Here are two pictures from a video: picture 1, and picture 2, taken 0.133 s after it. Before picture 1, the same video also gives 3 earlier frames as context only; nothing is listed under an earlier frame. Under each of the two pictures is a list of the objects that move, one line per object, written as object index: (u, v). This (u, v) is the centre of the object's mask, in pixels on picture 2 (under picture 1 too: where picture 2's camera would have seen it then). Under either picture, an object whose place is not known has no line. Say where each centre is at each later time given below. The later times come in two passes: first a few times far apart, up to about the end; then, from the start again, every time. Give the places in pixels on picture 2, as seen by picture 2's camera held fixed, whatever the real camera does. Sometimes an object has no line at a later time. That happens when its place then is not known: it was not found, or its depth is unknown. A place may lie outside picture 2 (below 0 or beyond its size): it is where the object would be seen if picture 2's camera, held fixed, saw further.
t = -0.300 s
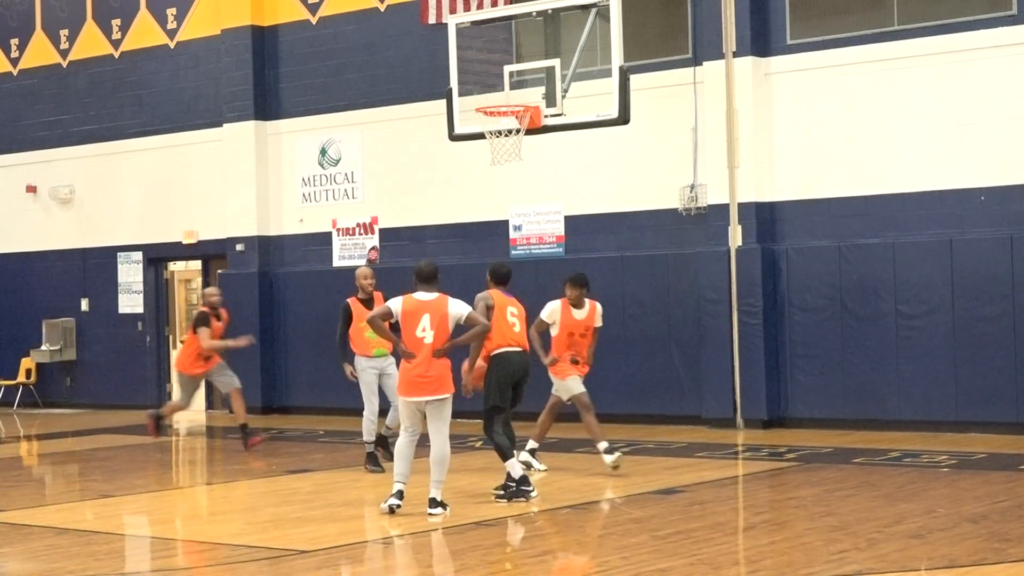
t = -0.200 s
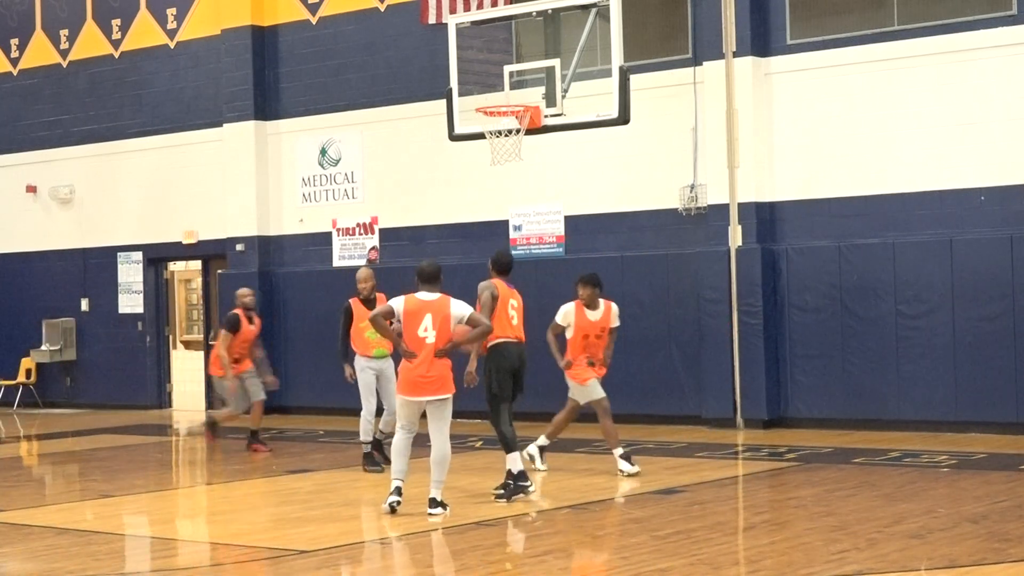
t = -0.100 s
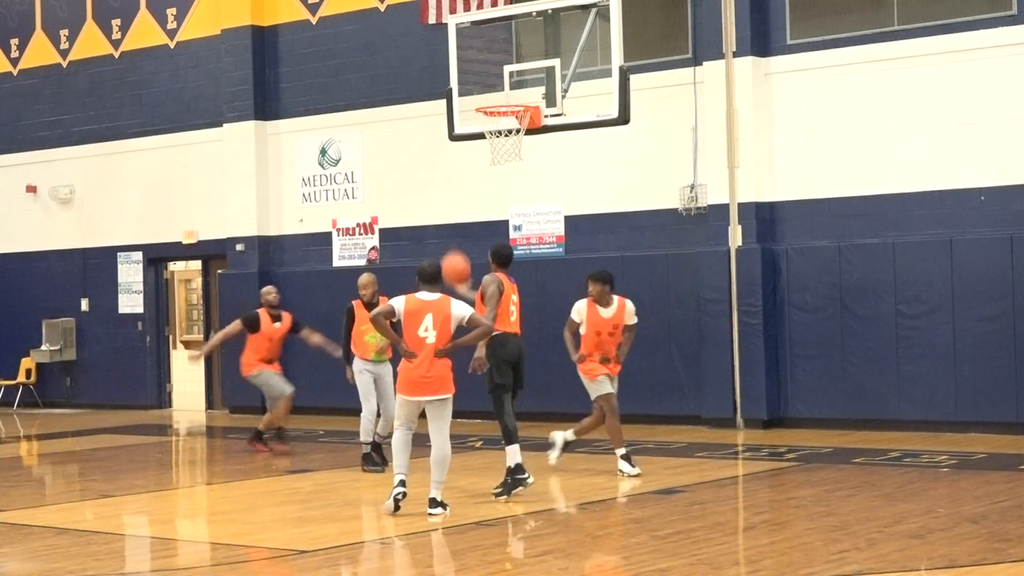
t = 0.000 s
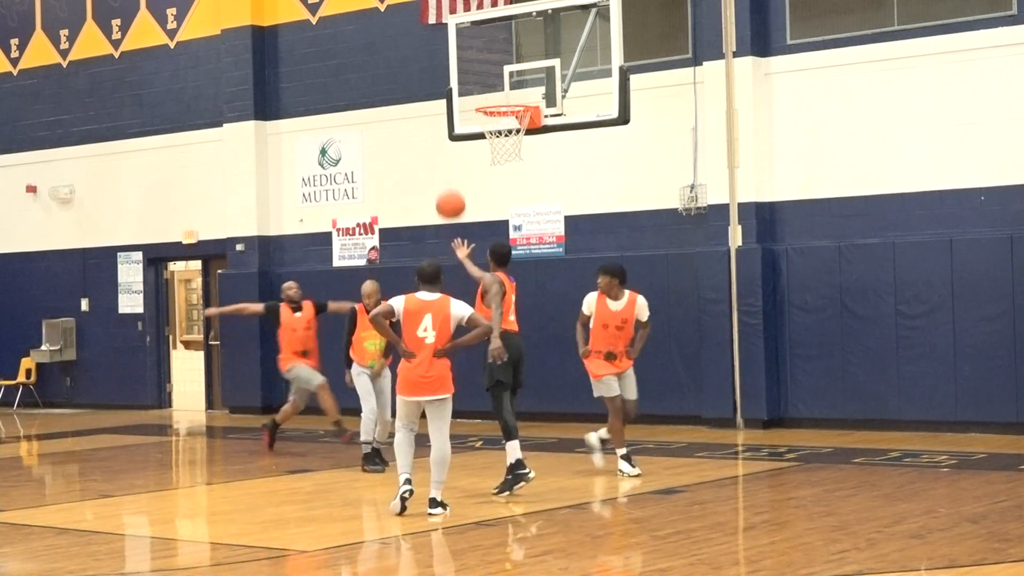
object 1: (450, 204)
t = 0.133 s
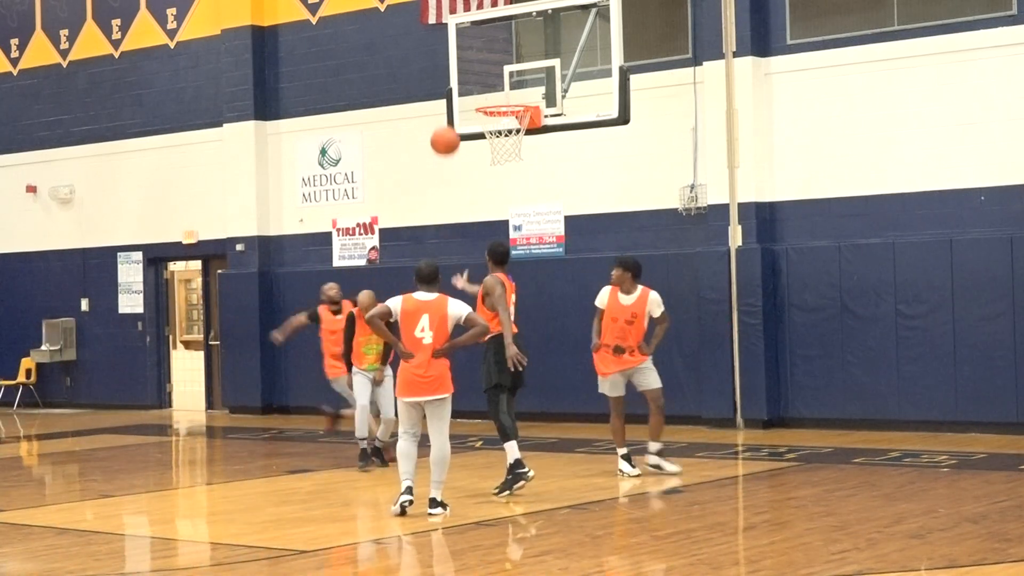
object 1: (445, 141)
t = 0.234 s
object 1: (441, 107)
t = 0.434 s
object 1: (435, 79)
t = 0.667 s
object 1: (430, 101)
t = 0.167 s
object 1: (444, 128)
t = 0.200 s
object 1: (442, 117)
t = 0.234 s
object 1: (441, 107)
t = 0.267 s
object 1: (440, 99)
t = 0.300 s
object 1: (439, 92)
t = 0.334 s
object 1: (438, 87)
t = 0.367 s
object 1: (437, 83)
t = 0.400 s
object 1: (436, 80)
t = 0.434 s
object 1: (435, 79)
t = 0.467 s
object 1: (435, 78)
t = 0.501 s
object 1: (434, 79)
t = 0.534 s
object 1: (433, 80)
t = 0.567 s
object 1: (432, 84)
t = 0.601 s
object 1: (431, 88)
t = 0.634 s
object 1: (430, 94)
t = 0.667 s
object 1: (430, 101)
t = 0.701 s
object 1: (429, 109)
